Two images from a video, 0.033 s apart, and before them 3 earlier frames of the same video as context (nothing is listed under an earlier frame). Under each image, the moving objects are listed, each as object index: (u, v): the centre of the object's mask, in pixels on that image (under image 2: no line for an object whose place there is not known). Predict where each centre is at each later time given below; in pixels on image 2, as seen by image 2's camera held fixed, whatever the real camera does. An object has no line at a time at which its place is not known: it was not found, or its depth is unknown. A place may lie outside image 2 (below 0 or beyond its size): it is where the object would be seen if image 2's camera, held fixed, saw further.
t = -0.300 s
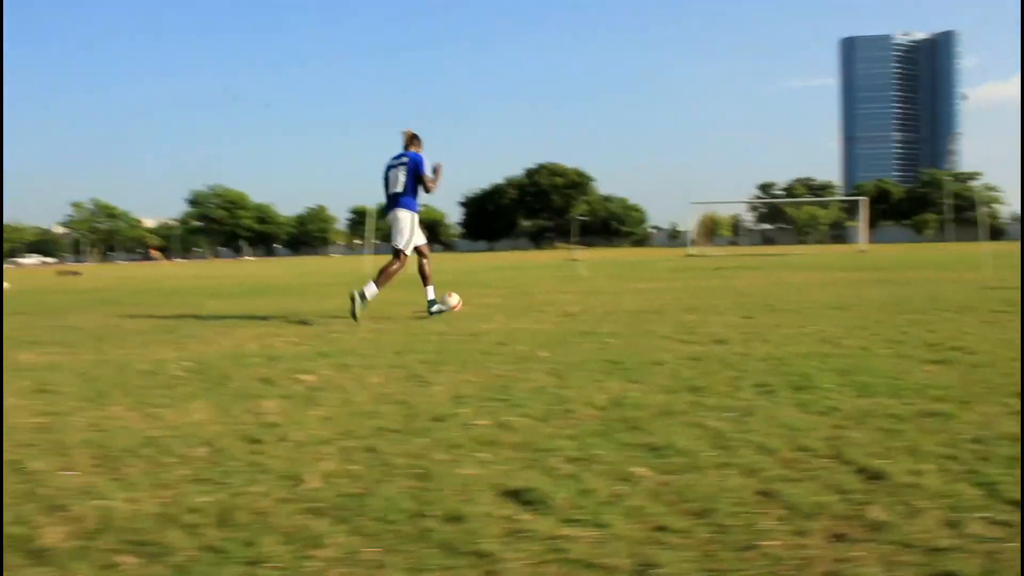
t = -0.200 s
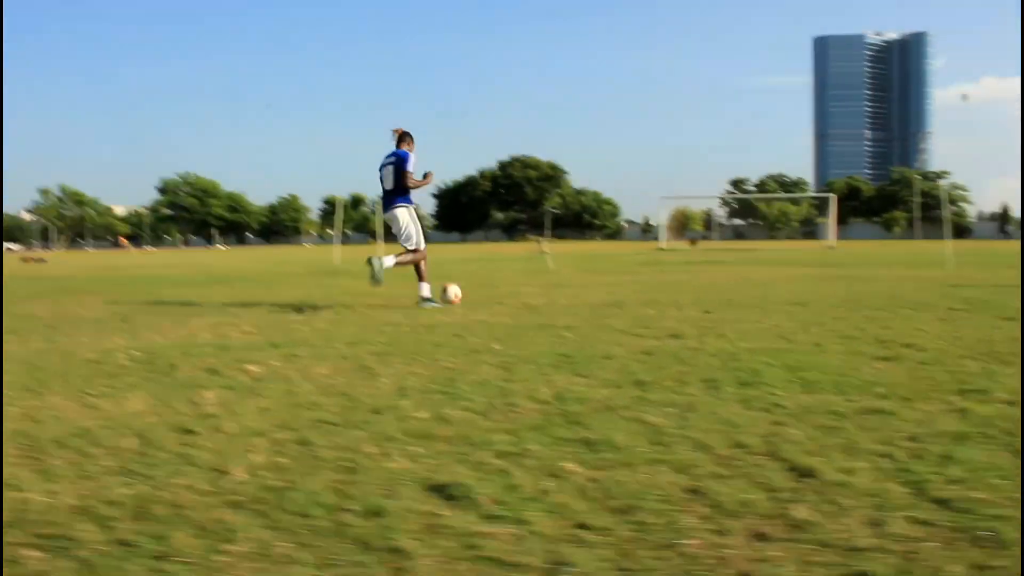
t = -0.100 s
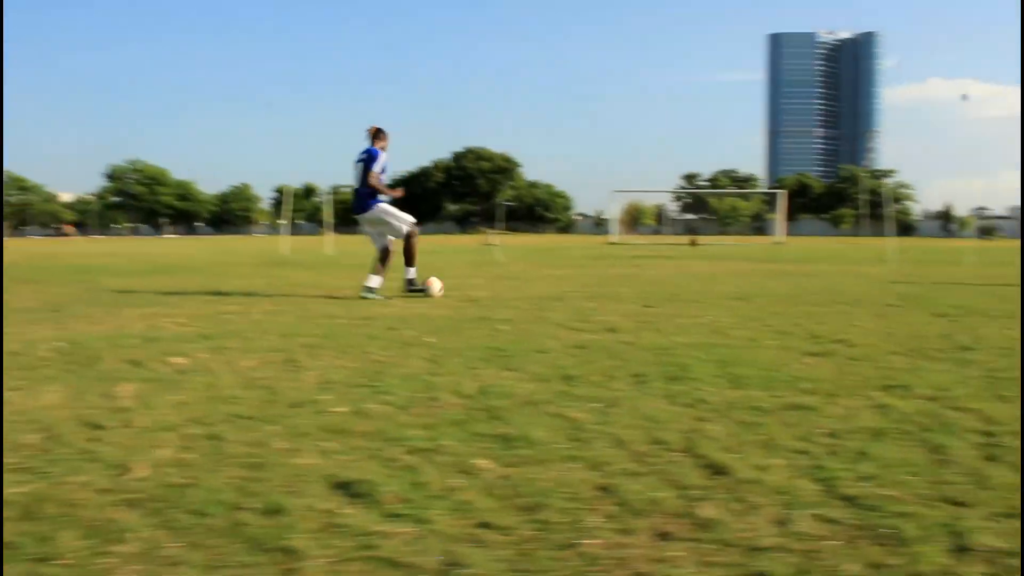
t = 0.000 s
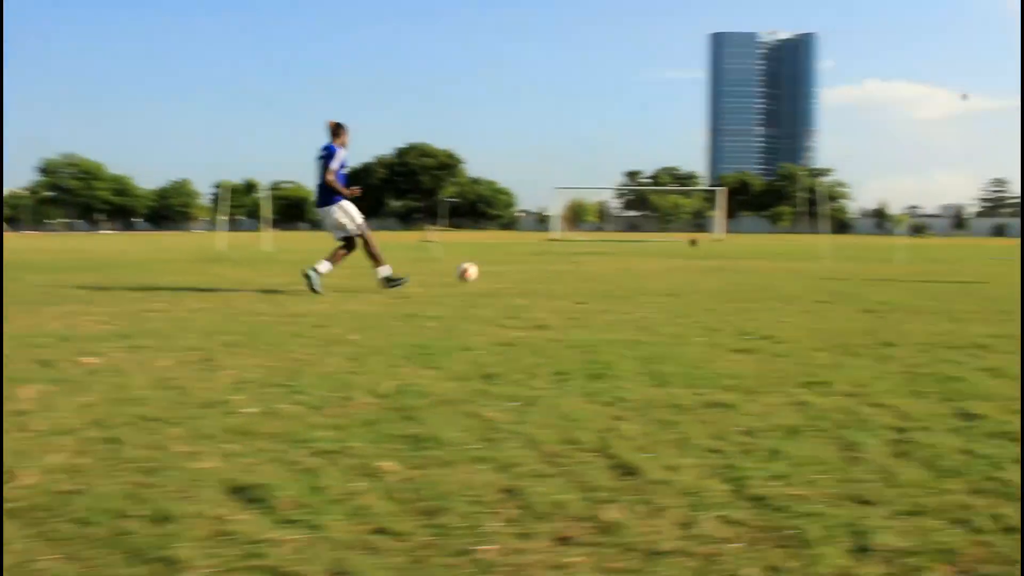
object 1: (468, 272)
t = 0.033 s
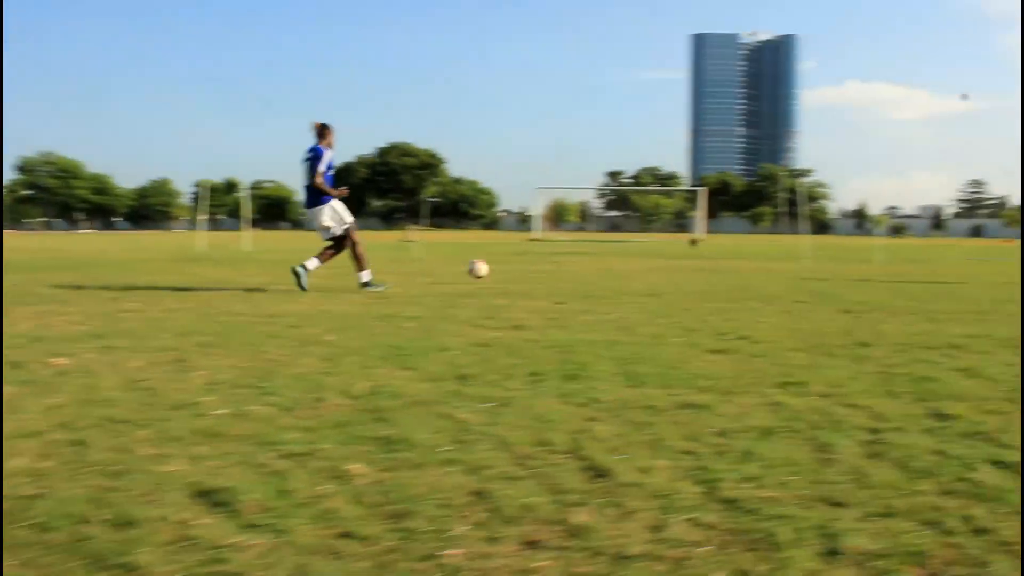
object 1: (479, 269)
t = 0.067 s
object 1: (507, 267)
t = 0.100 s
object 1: (533, 267)
